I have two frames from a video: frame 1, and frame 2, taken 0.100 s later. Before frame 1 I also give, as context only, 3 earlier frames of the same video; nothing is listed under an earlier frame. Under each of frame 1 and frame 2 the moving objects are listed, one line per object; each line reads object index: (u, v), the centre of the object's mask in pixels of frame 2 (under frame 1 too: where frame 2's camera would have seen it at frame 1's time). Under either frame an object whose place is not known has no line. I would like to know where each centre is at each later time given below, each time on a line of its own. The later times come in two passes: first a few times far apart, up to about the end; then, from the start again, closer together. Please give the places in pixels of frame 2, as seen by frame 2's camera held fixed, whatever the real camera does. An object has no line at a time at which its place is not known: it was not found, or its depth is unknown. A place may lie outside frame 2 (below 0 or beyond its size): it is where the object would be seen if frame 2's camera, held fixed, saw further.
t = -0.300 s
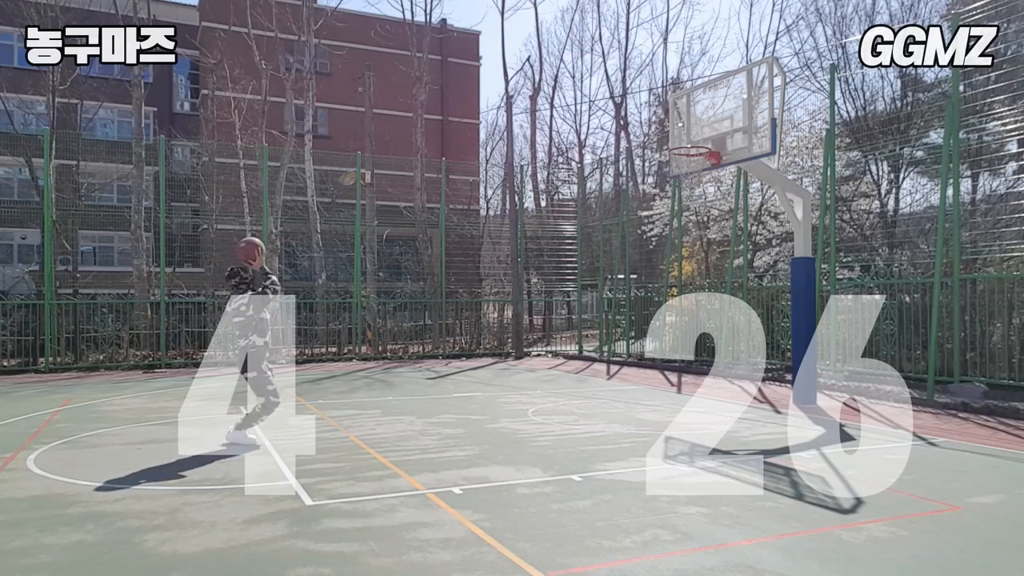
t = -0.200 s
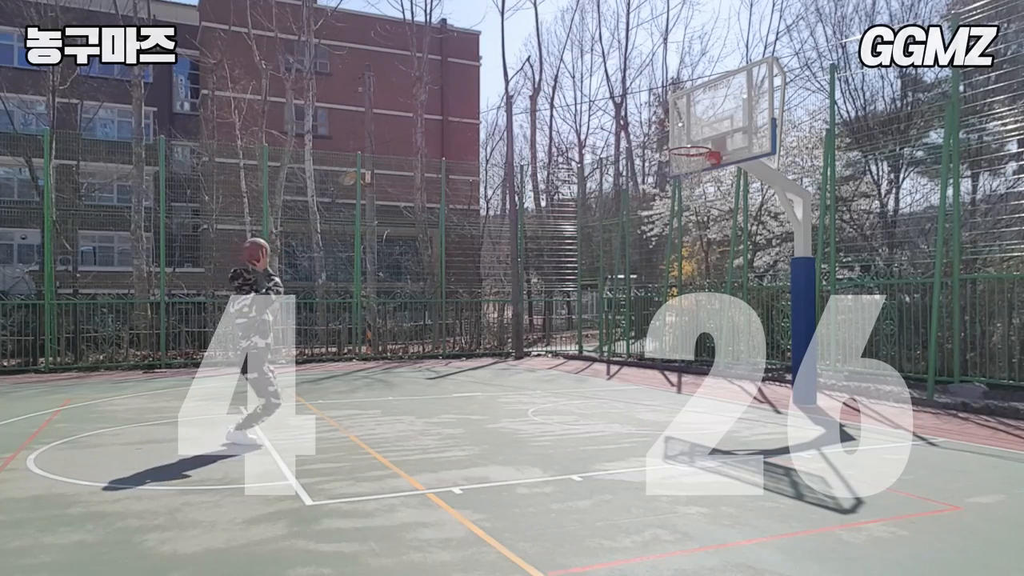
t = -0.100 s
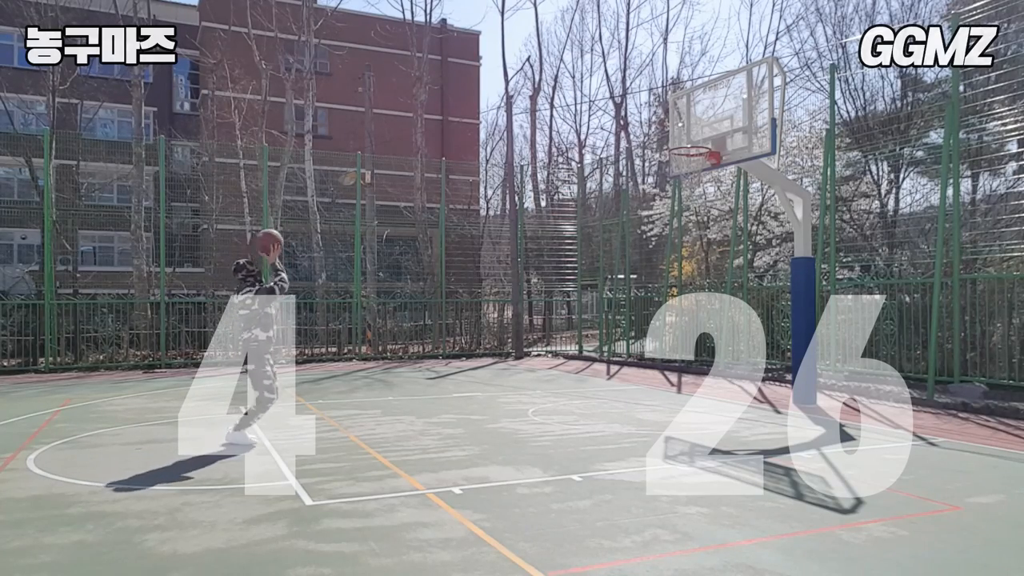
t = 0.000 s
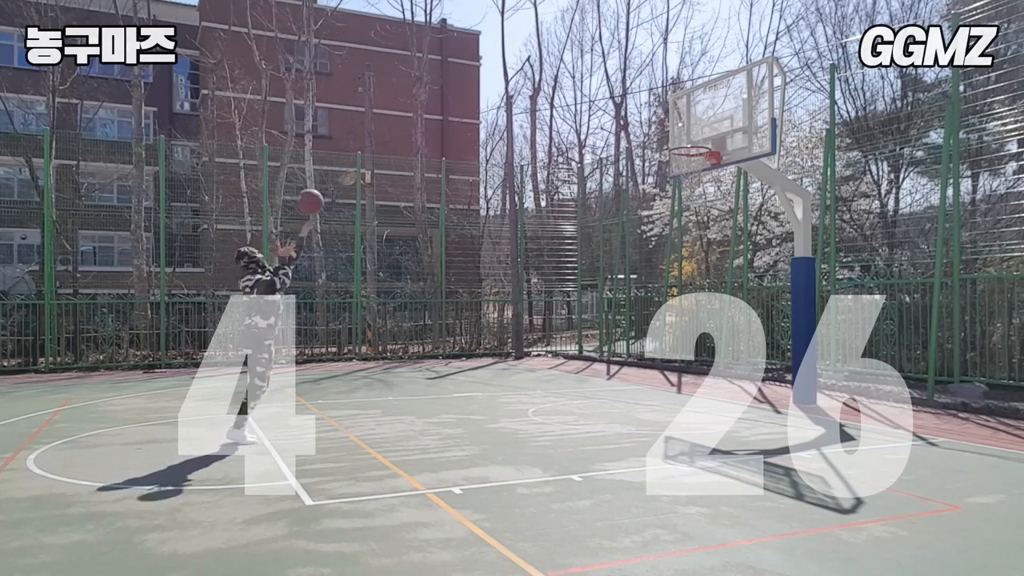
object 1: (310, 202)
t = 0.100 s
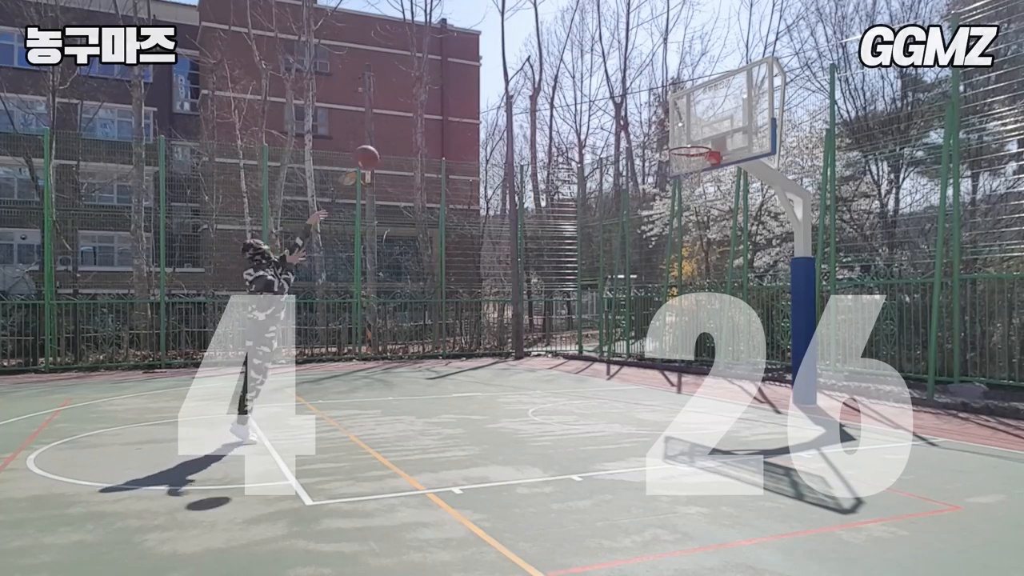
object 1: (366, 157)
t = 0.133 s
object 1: (384, 144)
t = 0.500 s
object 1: (561, 98)
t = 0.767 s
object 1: (672, 137)
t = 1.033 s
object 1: (706, 119)
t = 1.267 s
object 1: (701, 126)
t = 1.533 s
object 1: (684, 136)
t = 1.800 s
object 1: (680, 159)
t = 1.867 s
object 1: (683, 170)
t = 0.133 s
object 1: (384, 144)
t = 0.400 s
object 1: (517, 98)
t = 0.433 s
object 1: (532, 96)
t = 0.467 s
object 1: (547, 96)
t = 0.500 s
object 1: (561, 98)
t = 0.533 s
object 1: (576, 99)
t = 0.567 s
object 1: (591, 102)
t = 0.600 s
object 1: (605, 105)
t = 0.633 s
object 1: (619, 110)
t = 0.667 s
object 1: (632, 116)
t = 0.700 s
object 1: (646, 122)
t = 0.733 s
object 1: (658, 130)
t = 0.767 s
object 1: (672, 137)
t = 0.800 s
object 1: (677, 135)
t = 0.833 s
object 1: (682, 130)
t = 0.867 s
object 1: (686, 126)
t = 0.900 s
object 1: (690, 123)
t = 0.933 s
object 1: (694, 120)
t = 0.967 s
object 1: (698, 119)
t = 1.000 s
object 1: (702, 119)
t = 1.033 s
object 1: (706, 119)
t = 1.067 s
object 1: (710, 120)
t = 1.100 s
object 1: (713, 122)
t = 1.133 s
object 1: (710, 120)
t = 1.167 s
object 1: (708, 120)
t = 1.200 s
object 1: (706, 121)
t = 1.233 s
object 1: (703, 123)
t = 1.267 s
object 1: (701, 126)
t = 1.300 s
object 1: (699, 130)
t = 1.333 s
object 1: (697, 135)
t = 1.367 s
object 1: (694, 137)
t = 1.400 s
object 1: (692, 135)
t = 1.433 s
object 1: (690, 134)
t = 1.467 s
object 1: (688, 134)
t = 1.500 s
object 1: (686, 135)
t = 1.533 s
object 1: (684, 136)
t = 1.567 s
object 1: (682, 138)
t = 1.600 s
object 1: (680, 142)
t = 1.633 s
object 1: (680, 143)
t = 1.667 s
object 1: (680, 143)
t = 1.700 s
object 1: (680, 146)
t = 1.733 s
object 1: (681, 150)
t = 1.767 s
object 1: (681, 155)
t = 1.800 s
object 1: (680, 159)
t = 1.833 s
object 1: (682, 165)
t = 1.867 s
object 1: (683, 170)
